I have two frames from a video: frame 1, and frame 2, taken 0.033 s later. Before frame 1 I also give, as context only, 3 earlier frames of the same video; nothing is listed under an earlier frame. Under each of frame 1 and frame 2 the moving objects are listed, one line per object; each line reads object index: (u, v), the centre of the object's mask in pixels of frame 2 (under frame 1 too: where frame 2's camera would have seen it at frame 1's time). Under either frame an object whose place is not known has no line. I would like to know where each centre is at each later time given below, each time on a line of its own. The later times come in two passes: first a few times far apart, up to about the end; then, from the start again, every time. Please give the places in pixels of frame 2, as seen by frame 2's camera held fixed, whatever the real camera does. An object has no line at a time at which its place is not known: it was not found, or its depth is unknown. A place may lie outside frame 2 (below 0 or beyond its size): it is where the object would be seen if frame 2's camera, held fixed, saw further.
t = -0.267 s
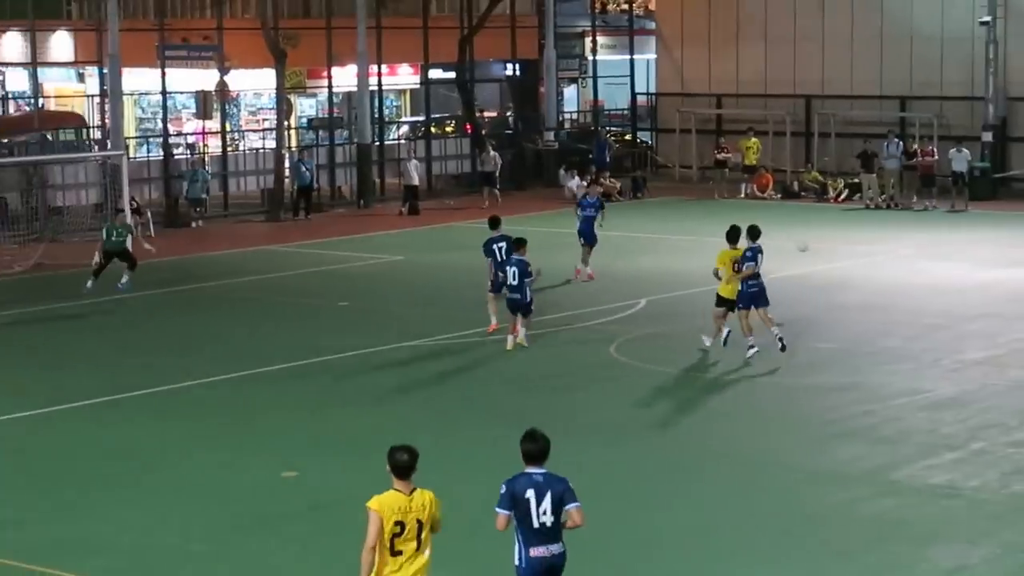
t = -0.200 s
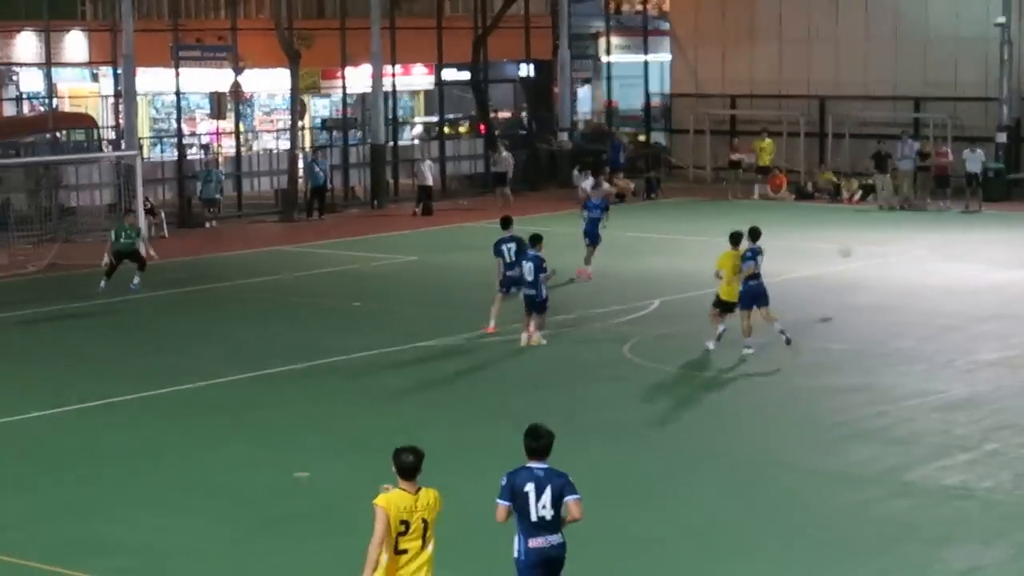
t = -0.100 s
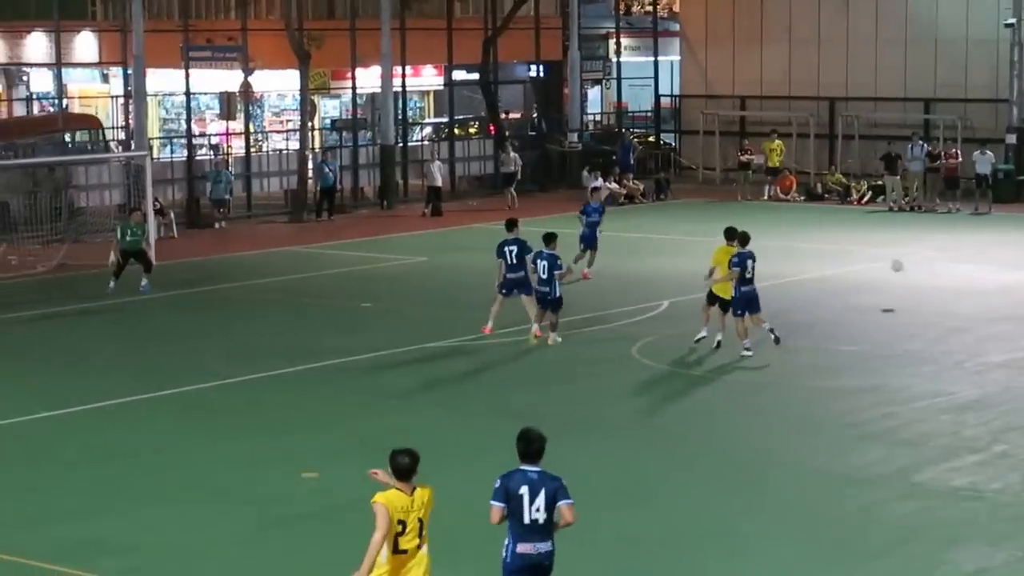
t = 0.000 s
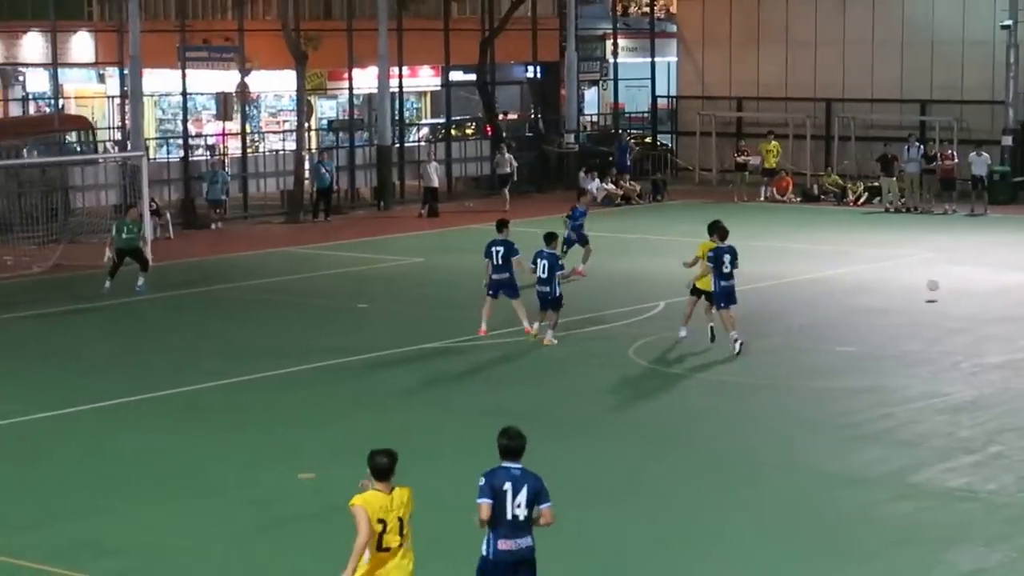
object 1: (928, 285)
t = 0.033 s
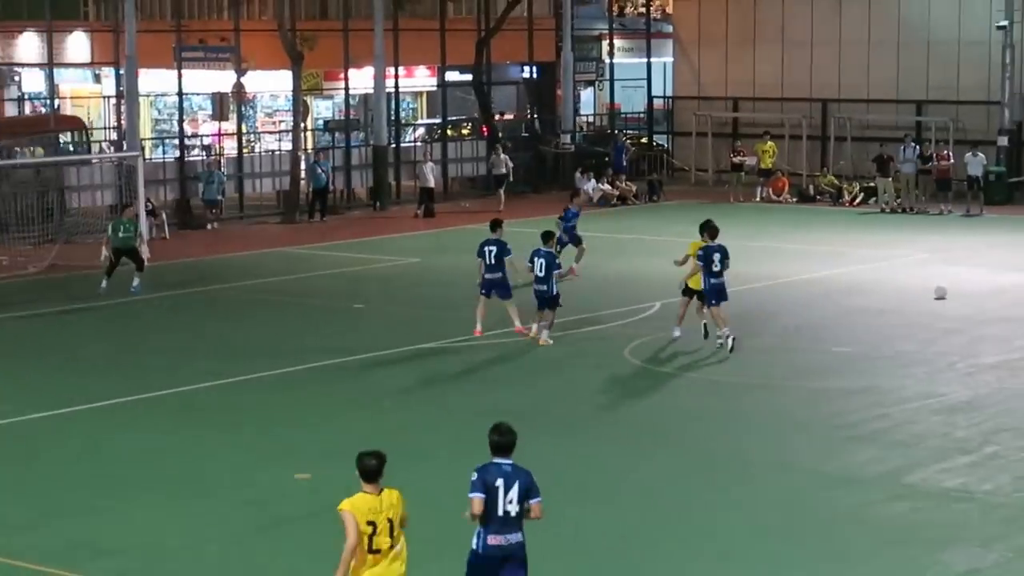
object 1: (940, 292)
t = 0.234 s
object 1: (975, 254)
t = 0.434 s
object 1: (1009, 242)
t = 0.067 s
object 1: (946, 283)
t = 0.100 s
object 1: (952, 277)
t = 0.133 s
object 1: (958, 270)
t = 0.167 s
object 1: (964, 264)
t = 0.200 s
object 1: (970, 259)
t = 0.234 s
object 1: (975, 254)
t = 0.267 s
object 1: (981, 250)
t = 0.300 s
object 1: (987, 247)
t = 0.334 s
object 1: (993, 246)
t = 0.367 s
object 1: (998, 243)
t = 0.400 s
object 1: (1004, 242)
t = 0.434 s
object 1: (1009, 242)
